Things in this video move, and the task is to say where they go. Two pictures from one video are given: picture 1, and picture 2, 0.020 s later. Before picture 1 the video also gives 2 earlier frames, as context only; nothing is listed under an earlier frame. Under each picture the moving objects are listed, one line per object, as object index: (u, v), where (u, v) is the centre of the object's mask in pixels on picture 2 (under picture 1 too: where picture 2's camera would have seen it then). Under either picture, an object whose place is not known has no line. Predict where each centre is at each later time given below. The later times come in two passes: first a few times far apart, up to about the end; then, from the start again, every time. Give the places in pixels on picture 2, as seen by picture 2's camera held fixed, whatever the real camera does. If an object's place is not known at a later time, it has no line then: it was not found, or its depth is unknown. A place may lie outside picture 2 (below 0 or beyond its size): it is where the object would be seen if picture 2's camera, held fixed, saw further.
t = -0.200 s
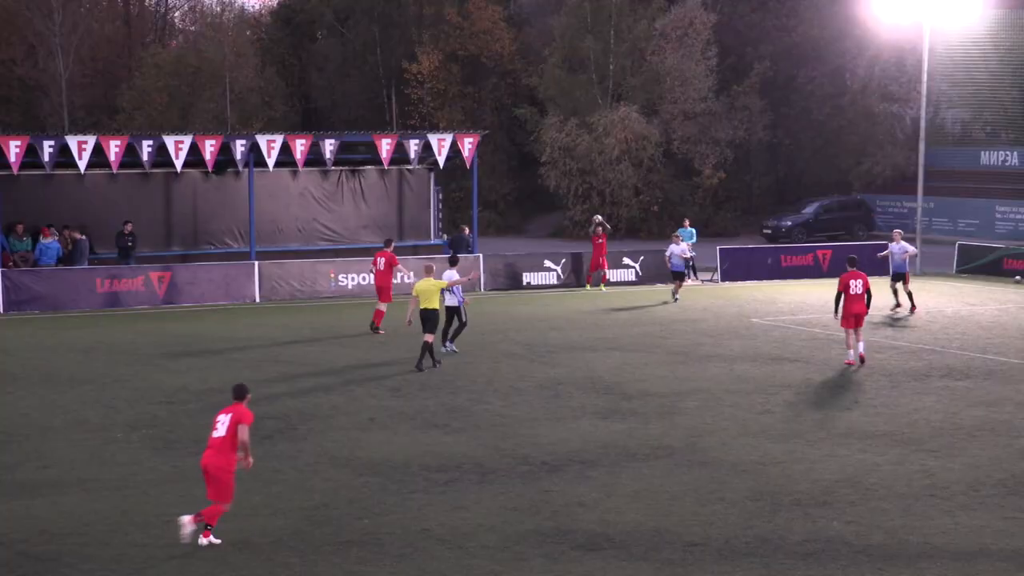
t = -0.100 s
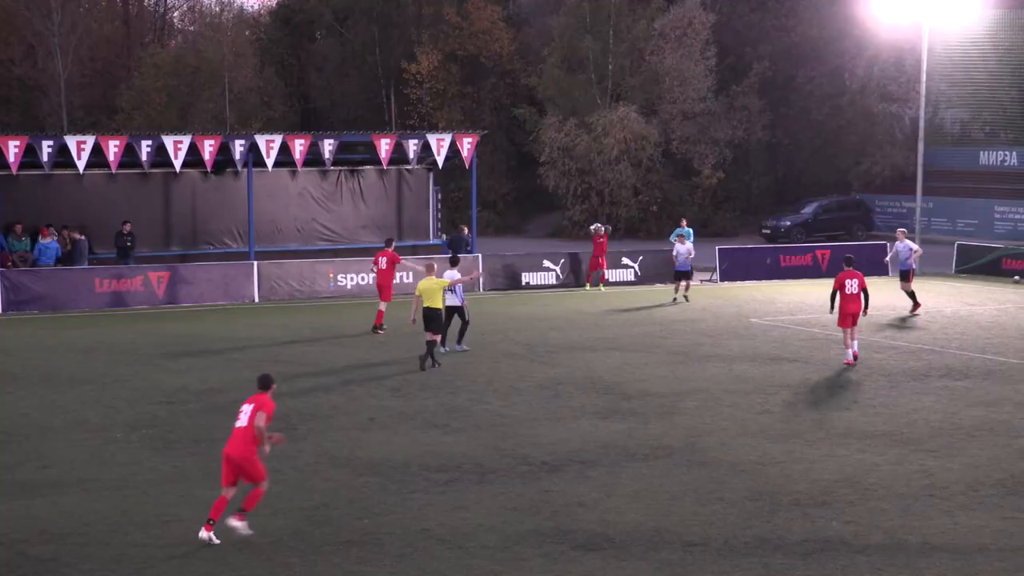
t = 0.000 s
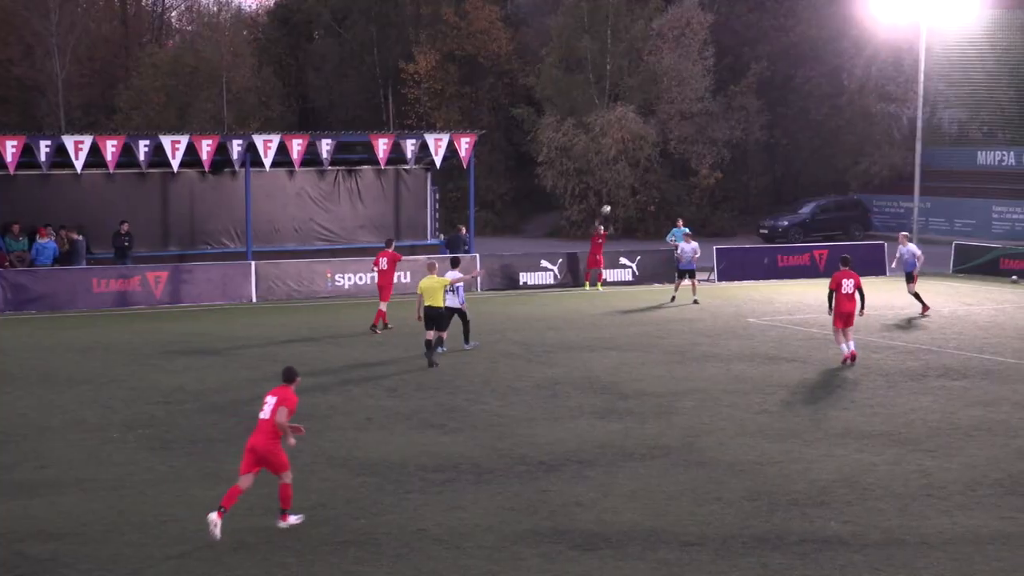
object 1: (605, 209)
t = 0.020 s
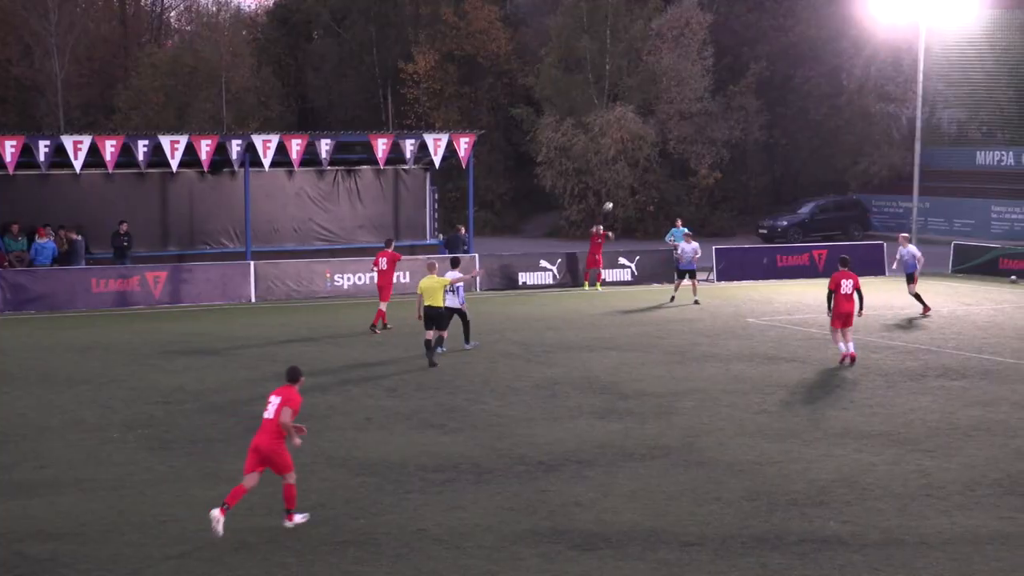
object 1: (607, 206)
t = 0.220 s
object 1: (640, 179)
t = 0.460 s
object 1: (680, 169)
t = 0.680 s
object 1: (723, 181)
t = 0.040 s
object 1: (610, 202)
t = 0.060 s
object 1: (614, 199)
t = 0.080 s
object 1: (617, 196)
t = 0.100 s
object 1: (621, 193)
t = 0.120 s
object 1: (623, 191)
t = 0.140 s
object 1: (627, 188)
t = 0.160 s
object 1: (630, 186)
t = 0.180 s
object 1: (633, 183)
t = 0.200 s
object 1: (636, 181)
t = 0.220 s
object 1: (640, 179)
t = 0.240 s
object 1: (643, 175)
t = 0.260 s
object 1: (646, 173)
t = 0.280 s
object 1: (649, 173)
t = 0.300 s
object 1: (652, 173)
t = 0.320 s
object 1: (656, 172)
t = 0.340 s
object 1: (659, 171)
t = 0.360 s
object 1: (663, 170)
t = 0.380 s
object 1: (666, 170)
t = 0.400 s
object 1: (669, 169)
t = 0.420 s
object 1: (673, 169)
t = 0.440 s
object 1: (677, 169)
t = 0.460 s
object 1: (680, 169)
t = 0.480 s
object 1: (684, 169)
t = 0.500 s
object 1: (687, 170)
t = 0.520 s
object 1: (691, 170)
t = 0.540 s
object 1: (695, 171)
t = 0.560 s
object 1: (699, 172)
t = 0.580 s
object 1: (703, 173)
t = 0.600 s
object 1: (707, 174)
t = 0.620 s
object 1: (711, 176)
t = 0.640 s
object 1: (715, 177)
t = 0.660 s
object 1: (719, 179)
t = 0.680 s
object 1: (723, 181)
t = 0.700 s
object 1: (727, 184)
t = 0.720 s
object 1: (731, 186)
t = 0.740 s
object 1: (735, 189)
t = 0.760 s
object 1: (740, 192)
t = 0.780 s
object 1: (744, 195)
